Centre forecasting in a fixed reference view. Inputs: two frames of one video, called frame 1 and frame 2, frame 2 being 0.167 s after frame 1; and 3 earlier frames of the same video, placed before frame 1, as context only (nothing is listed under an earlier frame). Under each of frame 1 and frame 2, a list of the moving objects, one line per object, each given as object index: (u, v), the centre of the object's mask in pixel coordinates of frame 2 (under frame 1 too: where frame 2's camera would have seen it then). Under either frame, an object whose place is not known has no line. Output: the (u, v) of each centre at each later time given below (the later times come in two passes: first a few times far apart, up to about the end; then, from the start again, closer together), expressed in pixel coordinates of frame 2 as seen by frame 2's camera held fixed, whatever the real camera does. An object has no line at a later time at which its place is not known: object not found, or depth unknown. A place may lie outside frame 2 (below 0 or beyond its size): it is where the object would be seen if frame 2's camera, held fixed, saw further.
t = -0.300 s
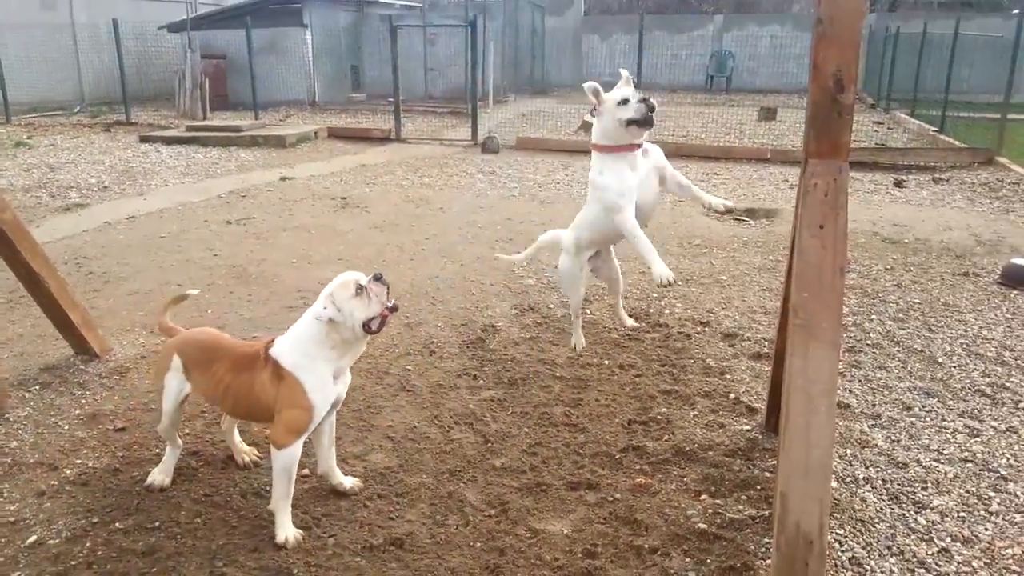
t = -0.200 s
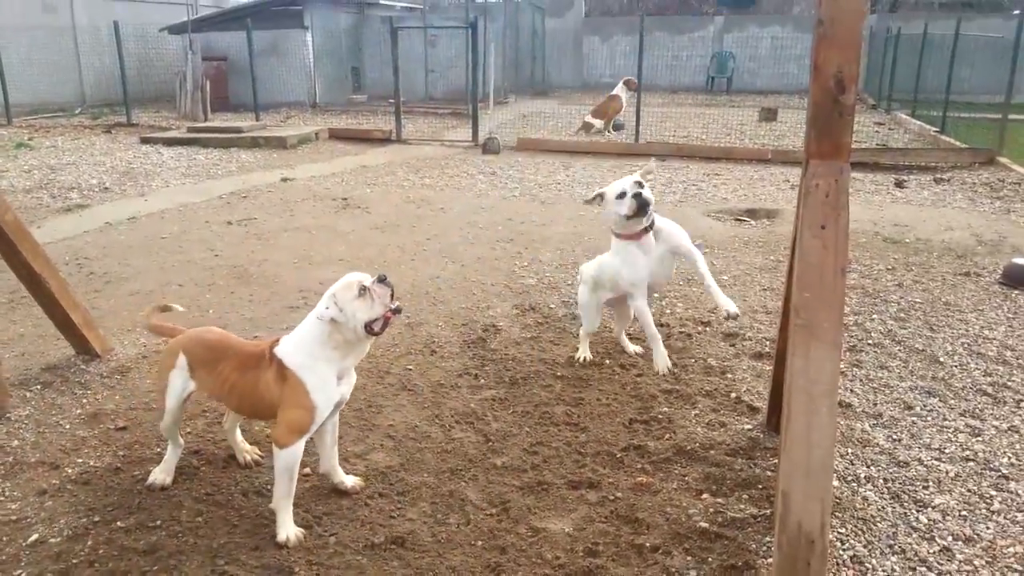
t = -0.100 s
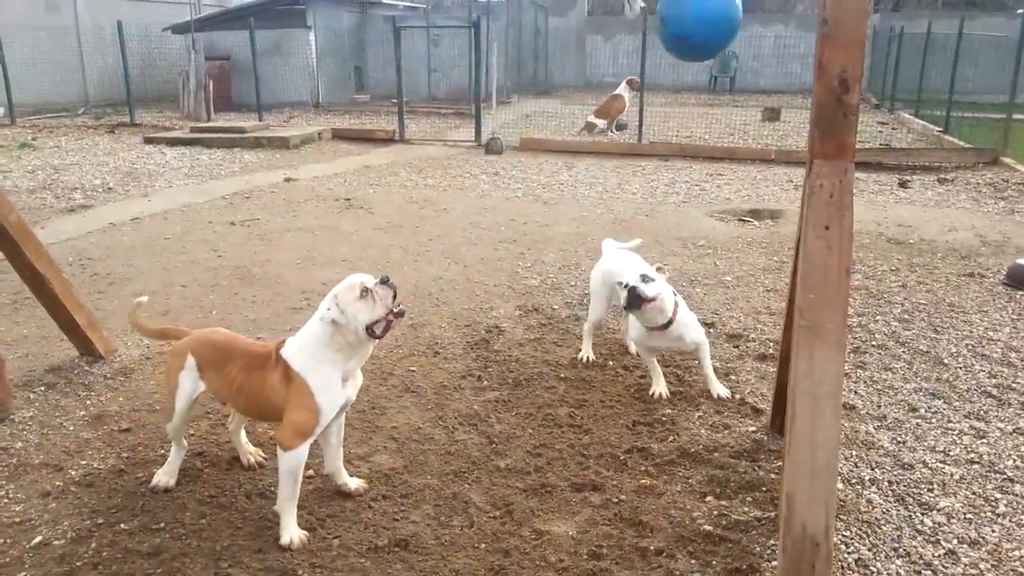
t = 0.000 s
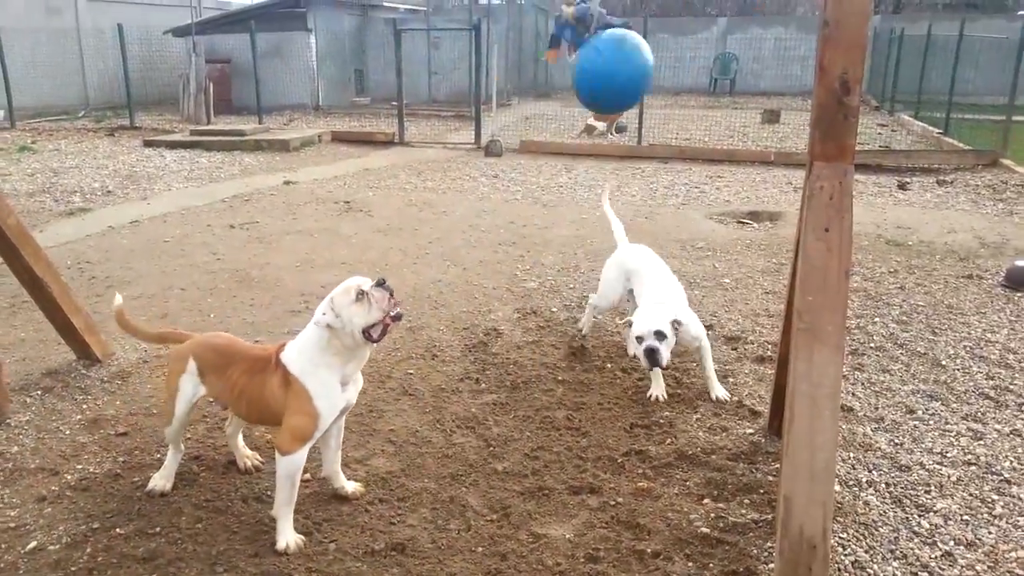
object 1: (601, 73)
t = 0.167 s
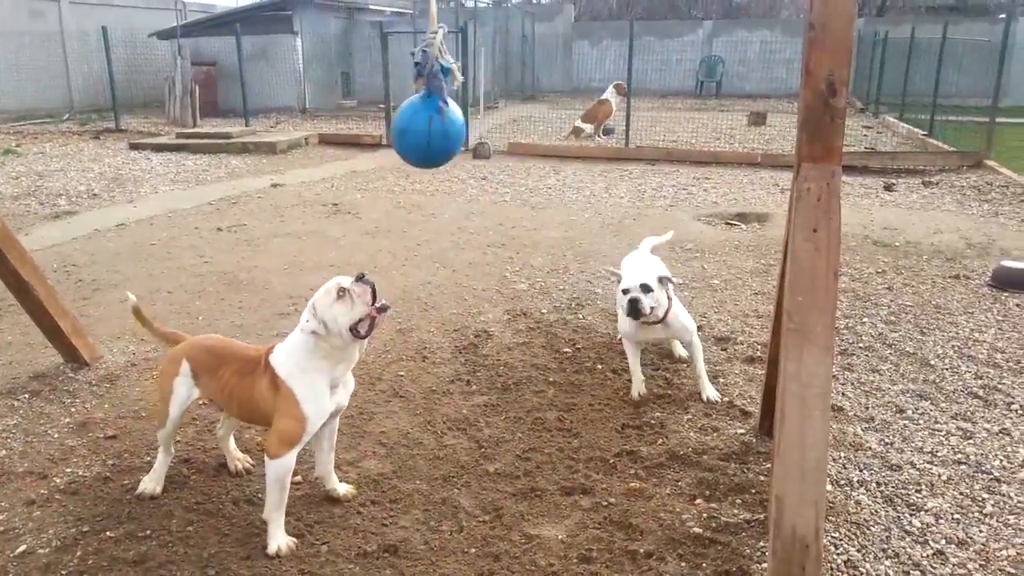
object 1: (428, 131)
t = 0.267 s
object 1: (336, 121)
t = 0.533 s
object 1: (190, 26)
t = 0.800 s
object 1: (185, 3)
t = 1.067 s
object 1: (272, 66)
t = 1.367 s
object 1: (485, 124)
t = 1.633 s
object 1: (668, 33)
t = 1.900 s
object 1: (711, 3)
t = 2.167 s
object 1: (597, 69)
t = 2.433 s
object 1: (391, 128)
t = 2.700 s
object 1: (261, 65)
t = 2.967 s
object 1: (235, 17)
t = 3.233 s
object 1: (289, 64)
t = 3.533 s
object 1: (445, 127)
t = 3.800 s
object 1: (603, 70)
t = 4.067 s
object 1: (667, 9)
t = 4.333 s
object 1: (582, 72)
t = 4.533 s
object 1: (460, 129)
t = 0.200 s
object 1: (395, 129)
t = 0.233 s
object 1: (364, 126)
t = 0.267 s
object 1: (336, 121)
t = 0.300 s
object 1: (310, 112)
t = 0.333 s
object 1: (285, 102)
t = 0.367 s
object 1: (262, 90)
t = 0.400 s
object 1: (241, 77)
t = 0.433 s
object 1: (225, 63)
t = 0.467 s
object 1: (210, 49)
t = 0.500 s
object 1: (199, 37)
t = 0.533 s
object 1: (190, 26)
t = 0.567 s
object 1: (182, 19)
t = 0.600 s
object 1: (179, 13)
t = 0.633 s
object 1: (177, 8)
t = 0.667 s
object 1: (176, 5)
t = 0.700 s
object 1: (178, 3)
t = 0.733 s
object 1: (180, 2)
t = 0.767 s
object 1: (182, 2)
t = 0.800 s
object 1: (185, 3)
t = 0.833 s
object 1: (190, 6)
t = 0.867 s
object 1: (196, 8)
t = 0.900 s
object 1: (203, 14)
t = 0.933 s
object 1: (213, 20)
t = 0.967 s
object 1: (225, 30)
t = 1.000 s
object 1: (237, 42)
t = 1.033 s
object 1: (253, 54)
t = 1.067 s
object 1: (272, 66)
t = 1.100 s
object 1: (291, 79)
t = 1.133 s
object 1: (312, 92)
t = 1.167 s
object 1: (335, 102)
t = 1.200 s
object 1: (358, 111)
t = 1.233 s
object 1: (383, 119)
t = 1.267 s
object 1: (408, 123)
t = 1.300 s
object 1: (434, 126)
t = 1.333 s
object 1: (459, 126)
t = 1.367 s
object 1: (485, 124)
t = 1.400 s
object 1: (512, 119)
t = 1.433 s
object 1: (538, 110)
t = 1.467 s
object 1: (563, 101)
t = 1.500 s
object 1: (588, 89)
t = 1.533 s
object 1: (611, 76)
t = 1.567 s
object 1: (632, 62)
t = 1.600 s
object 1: (651, 48)
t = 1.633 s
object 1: (668, 33)
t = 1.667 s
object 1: (680, 22)
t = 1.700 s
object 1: (692, 15)
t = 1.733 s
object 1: (701, 9)
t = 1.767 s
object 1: (707, 6)
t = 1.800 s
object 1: (711, 3)
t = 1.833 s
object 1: (714, 1)
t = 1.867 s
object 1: (714, 2)
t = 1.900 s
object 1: (711, 3)
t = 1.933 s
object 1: (704, 5)
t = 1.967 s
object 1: (695, 8)
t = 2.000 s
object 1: (685, 13)
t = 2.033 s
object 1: (673, 19)
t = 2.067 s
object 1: (657, 26)
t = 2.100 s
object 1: (642, 37)
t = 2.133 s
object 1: (621, 52)
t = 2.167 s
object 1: (597, 69)
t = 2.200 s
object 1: (572, 83)
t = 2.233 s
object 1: (546, 97)
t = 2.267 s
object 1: (518, 110)
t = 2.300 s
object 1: (492, 118)
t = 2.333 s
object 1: (465, 124)
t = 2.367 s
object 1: (440, 129)
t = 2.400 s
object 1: (415, 131)
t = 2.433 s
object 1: (391, 128)
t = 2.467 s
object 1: (368, 125)
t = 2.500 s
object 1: (347, 119)
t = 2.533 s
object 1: (329, 112)
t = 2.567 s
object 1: (310, 105)
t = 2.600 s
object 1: (294, 95)
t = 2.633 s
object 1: (282, 85)
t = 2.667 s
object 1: (270, 75)
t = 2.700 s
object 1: (261, 65)
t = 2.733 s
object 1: (254, 55)
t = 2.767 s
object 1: (246, 46)
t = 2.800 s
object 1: (241, 38)
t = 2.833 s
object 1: (238, 31)
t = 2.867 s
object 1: (235, 26)
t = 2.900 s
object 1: (234, 21)
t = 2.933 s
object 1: (234, 19)
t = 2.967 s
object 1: (235, 17)
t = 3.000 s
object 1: (238, 17)
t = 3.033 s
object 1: (241, 20)
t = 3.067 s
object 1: (245, 24)
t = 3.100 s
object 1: (250, 30)
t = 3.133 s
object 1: (258, 37)
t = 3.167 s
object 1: (267, 45)
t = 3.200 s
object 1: (277, 55)
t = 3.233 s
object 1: (289, 64)
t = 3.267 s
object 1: (302, 74)
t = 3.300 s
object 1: (317, 85)
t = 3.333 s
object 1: (332, 95)
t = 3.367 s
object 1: (349, 103)
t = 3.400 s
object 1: (367, 111)
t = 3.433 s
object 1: (385, 117)
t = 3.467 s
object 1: (404, 122)
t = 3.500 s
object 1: (425, 126)
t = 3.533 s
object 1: (445, 127)
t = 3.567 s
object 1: (467, 127)
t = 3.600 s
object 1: (489, 124)
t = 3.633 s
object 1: (511, 118)
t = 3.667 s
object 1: (532, 111)
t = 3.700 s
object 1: (551, 102)
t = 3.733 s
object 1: (569, 92)
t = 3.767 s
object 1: (588, 81)
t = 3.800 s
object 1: (603, 70)
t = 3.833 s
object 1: (617, 58)
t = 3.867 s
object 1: (630, 46)
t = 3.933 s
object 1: (651, 26)
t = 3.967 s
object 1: (658, 19)
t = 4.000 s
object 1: (662, 13)
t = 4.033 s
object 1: (665, 10)
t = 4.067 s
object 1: (667, 9)
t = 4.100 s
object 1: (664, 9)
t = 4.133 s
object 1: (660, 12)
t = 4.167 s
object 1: (652, 18)
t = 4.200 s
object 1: (642, 25)
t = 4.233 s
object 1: (630, 36)
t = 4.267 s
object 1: (617, 48)
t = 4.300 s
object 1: (600, 60)
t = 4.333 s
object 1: (582, 72)
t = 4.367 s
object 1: (562, 84)
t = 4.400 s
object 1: (542, 96)
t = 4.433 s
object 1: (522, 108)
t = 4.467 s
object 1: (501, 116)
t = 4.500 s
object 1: (480, 123)
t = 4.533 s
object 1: (460, 129)
